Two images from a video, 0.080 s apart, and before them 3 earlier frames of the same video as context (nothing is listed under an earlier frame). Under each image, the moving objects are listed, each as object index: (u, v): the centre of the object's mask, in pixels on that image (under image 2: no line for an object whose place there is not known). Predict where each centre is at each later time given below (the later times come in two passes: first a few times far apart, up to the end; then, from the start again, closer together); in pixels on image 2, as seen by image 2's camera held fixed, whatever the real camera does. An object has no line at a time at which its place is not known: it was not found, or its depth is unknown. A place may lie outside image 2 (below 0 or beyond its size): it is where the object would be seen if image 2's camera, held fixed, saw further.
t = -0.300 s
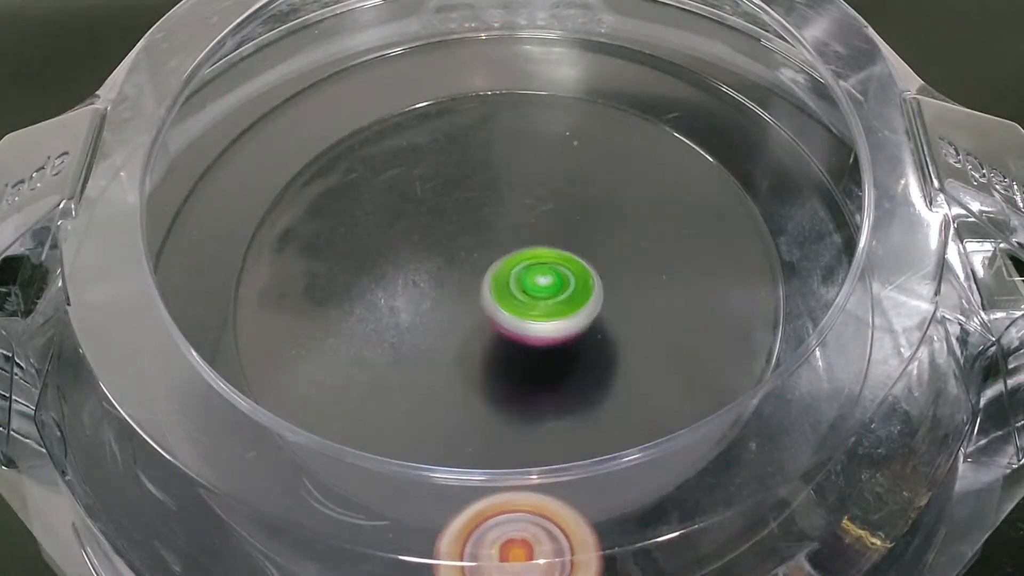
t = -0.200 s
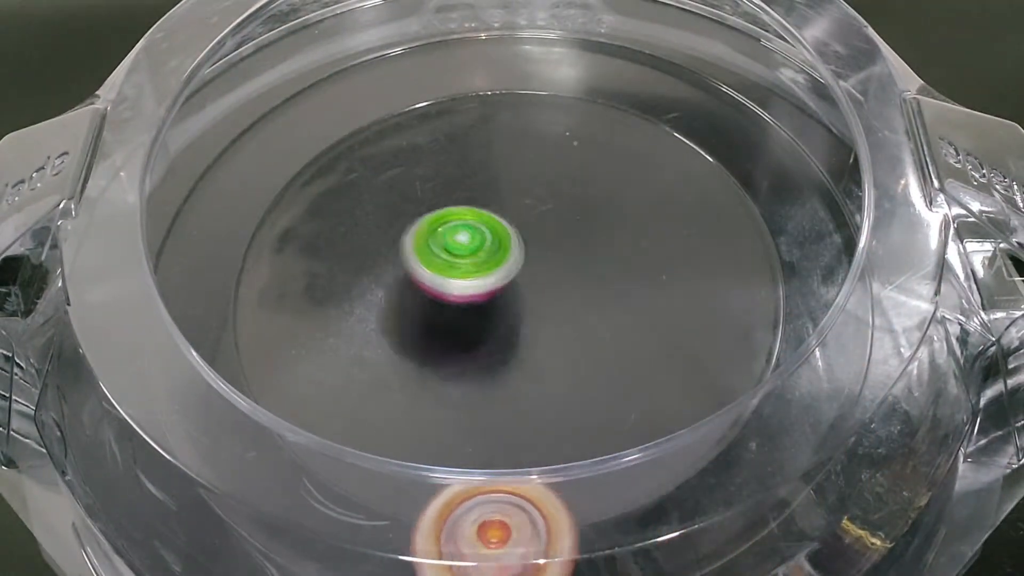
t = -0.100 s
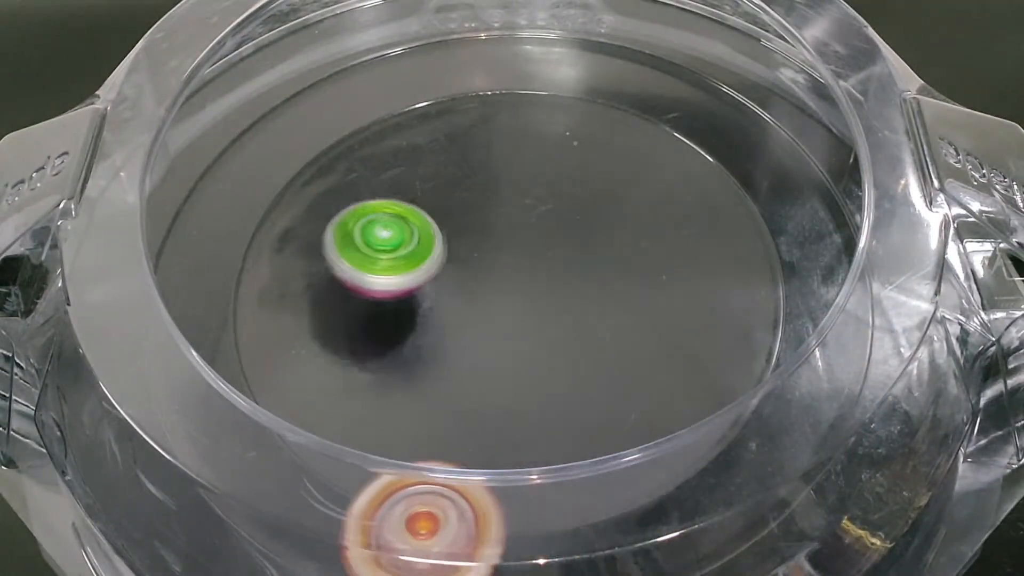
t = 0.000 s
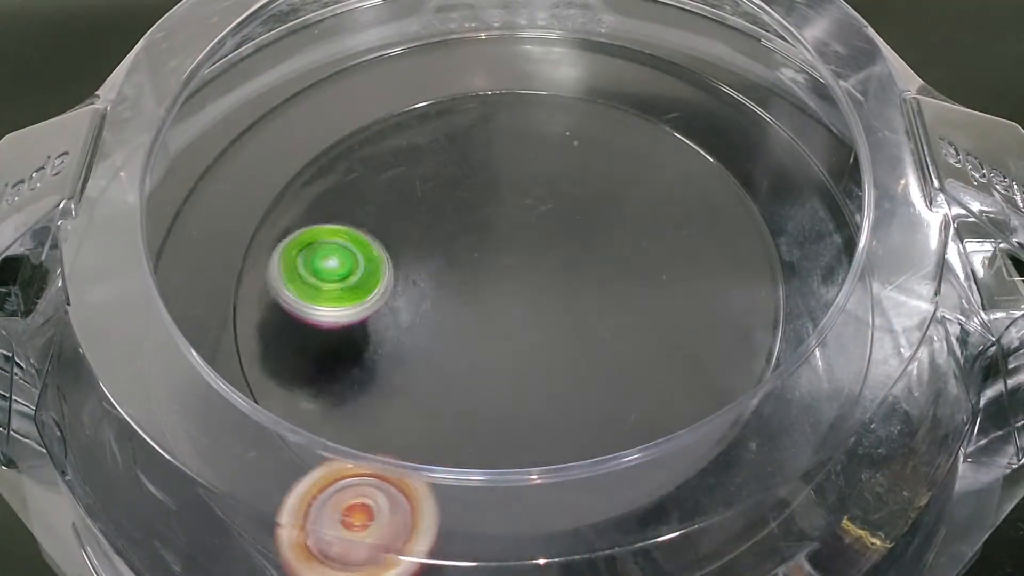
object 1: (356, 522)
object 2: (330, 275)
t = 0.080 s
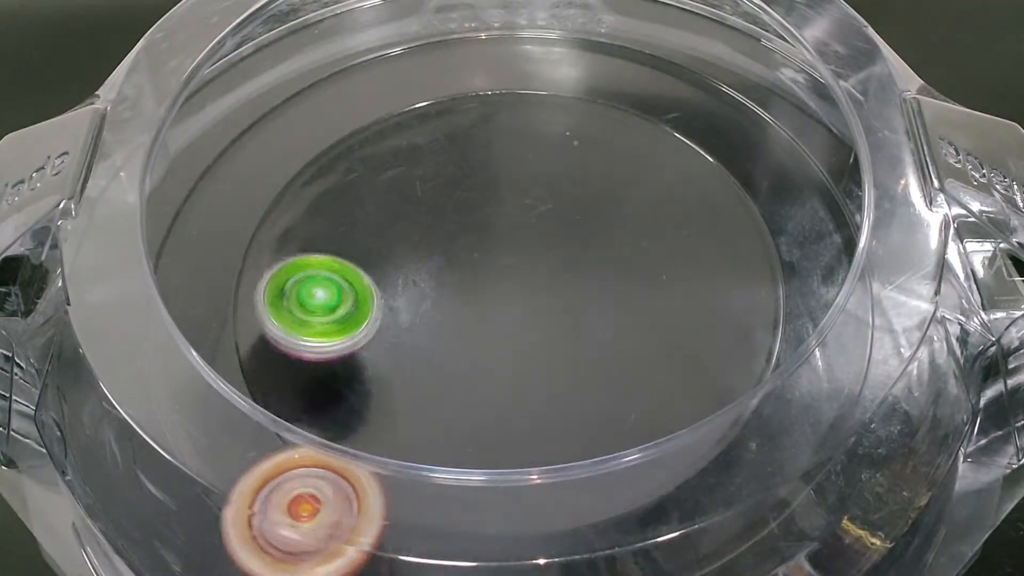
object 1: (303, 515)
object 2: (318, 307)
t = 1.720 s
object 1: (332, 55)
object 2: (539, 276)
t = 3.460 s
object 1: (830, 200)
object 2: (485, 249)
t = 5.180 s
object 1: (451, 223)
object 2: (567, 306)
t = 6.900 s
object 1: (460, 206)
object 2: (519, 317)
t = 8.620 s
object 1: (629, 326)
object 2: (501, 296)
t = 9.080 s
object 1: (470, 366)
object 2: (468, 250)
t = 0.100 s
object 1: (294, 514)
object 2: (320, 314)
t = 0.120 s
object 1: (290, 513)
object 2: (324, 322)
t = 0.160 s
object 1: (290, 510)
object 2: (338, 334)
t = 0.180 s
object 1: (285, 507)
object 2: (347, 339)
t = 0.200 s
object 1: (280, 500)
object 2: (360, 343)
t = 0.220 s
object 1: (272, 492)
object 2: (374, 345)
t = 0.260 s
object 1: (254, 479)
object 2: (403, 345)
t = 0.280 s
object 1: (245, 473)
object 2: (418, 343)
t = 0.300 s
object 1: (236, 466)
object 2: (434, 339)
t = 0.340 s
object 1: (221, 454)
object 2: (470, 329)
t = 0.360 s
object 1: (213, 447)
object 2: (485, 322)
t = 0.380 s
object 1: (206, 440)
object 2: (498, 313)
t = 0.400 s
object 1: (199, 435)
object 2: (509, 303)
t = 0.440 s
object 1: (194, 428)
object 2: (524, 280)
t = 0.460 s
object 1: (195, 425)
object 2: (528, 268)
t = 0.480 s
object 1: (194, 420)
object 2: (531, 255)
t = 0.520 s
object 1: (189, 403)
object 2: (532, 231)
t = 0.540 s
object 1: (186, 392)
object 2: (530, 220)
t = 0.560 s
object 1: (182, 385)
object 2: (527, 210)
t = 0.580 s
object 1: (179, 377)
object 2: (522, 202)
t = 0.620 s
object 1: (171, 362)
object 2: (508, 189)
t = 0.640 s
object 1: (168, 354)
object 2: (500, 182)
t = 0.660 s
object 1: (164, 347)
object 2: (489, 177)
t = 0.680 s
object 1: (161, 338)
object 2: (479, 173)
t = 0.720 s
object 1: (157, 324)
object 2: (460, 171)
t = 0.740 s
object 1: (155, 316)
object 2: (452, 172)
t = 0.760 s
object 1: (154, 309)
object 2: (445, 174)
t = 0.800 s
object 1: (154, 295)
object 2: (434, 182)
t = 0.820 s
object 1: (154, 290)
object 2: (430, 188)
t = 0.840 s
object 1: (156, 287)
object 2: (428, 194)
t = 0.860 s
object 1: (158, 282)
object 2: (427, 201)
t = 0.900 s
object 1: (162, 268)
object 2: (431, 216)
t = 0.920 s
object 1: (165, 260)
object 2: (436, 225)
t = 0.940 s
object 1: (166, 253)
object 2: (441, 232)
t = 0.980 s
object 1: (171, 239)
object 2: (453, 248)
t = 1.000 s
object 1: (173, 231)
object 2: (460, 255)
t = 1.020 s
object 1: (174, 223)
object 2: (467, 261)
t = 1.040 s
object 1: (175, 215)
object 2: (474, 267)
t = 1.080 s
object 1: (180, 200)
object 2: (488, 276)
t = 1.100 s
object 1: (182, 193)
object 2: (495, 278)
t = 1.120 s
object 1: (184, 187)
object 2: (502, 280)
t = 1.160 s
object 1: (189, 177)
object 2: (516, 281)
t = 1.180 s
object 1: (191, 174)
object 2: (526, 280)
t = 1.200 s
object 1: (201, 171)
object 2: (537, 279)
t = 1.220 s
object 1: (204, 165)
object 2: (547, 277)
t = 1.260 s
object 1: (209, 155)
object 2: (564, 269)
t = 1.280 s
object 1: (213, 149)
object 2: (569, 265)
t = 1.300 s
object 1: (218, 143)
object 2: (572, 261)
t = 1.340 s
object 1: (228, 130)
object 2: (577, 255)
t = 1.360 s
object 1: (233, 125)
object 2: (578, 253)
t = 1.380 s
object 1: (237, 119)
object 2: (579, 250)
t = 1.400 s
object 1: (243, 114)
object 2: (579, 248)
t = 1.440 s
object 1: (252, 104)
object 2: (579, 244)
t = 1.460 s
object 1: (257, 99)
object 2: (578, 243)
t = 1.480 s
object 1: (262, 94)
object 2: (576, 242)
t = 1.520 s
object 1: (271, 87)
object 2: (570, 242)
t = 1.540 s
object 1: (276, 84)
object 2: (566, 243)
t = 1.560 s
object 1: (281, 81)
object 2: (563, 245)
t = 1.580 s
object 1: (287, 78)
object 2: (560, 247)
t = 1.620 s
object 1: (298, 70)
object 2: (553, 253)
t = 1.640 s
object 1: (305, 68)
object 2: (550, 257)
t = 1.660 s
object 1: (311, 65)
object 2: (547, 262)
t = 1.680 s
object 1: (317, 62)
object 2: (544, 266)
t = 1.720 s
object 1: (332, 55)
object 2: (539, 276)
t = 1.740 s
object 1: (339, 52)
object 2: (537, 280)
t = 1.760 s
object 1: (346, 49)
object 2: (536, 285)
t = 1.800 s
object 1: (361, 44)
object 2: (534, 293)
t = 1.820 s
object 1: (368, 42)
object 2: (534, 297)
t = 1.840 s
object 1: (377, 40)
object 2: (534, 300)
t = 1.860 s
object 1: (384, 38)
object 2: (534, 304)
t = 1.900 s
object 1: (399, 35)
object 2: (534, 310)
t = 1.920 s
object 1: (406, 33)
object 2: (534, 313)
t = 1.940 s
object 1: (411, 33)
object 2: (535, 316)
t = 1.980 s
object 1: (422, 32)
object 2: (538, 320)
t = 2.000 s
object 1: (429, 31)
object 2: (539, 322)
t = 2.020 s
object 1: (436, 31)
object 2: (539, 324)
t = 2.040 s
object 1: (442, 30)
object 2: (540, 325)
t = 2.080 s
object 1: (457, 29)
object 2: (544, 327)
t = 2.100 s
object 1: (464, 28)
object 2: (545, 327)
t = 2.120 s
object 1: (471, 28)
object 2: (547, 327)
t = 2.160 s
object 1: (485, 27)
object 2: (548, 327)
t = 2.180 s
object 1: (493, 27)
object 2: (548, 327)
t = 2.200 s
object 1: (500, 27)
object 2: (548, 326)
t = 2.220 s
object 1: (508, 27)
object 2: (548, 325)
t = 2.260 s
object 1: (522, 27)
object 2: (546, 323)
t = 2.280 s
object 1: (529, 27)
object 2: (545, 322)
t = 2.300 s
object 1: (536, 27)
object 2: (541, 321)
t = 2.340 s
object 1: (552, 28)
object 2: (535, 319)
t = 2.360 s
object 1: (558, 28)
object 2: (532, 317)
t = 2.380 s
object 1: (565, 29)
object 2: (528, 316)
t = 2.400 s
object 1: (573, 29)
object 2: (524, 314)
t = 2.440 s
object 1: (588, 31)
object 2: (515, 313)
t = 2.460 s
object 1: (596, 31)
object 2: (511, 312)
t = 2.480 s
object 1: (604, 32)
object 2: (507, 311)
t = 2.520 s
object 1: (619, 33)
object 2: (500, 309)
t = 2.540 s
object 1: (625, 34)
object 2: (496, 308)
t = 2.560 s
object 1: (631, 35)
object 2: (492, 307)
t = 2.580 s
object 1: (638, 35)
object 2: (489, 307)
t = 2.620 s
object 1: (648, 38)
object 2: (482, 305)
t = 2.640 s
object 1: (653, 39)
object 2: (479, 305)
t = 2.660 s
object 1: (660, 40)
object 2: (477, 304)
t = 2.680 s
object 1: (665, 42)
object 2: (474, 304)
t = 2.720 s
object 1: (676, 46)
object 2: (468, 303)
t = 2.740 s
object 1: (683, 48)
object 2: (466, 302)
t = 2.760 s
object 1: (689, 51)
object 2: (465, 302)
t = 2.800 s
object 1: (701, 56)
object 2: (461, 302)
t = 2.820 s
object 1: (707, 60)
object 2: (459, 302)
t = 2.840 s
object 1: (713, 64)
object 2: (457, 302)
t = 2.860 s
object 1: (718, 67)
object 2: (456, 302)
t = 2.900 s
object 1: (730, 74)
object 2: (455, 302)
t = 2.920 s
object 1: (735, 77)
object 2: (455, 302)
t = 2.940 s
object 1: (739, 81)
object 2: (454, 302)
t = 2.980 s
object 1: (751, 89)
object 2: (455, 302)
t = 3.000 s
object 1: (756, 93)
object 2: (457, 302)
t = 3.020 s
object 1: (761, 96)
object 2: (458, 301)
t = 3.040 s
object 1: (766, 100)
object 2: (460, 301)
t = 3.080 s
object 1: (774, 109)
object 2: (464, 298)
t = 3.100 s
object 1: (779, 113)
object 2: (467, 296)
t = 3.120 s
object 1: (783, 118)
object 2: (470, 294)
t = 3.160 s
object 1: (790, 128)
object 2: (474, 289)
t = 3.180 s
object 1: (792, 132)
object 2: (476, 286)
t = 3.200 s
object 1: (795, 137)
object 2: (478, 283)
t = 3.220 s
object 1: (802, 141)
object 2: (480, 280)
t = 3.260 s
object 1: (809, 150)
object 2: (483, 274)
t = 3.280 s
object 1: (812, 156)
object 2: (483, 271)
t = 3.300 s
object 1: (814, 161)
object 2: (484, 268)
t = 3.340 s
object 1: (820, 170)
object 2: (486, 263)
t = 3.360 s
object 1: (822, 175)
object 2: (486, 260)
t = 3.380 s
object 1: (823, 180)
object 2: (486, 258)
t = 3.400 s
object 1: (824, 185)
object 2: (485, 255)
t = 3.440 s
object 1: (829, 196)
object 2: (485, 251)
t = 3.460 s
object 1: (830, 200)
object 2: (485, 249)
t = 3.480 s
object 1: (832, 205)
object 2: (484, 248)
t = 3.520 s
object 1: (832, 214)
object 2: (482, 245)
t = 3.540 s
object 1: (834, 219)
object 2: (482, 245)
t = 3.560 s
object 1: (835, 225)
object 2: (482, 245)
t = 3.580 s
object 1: (834, 230)
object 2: (481, 244)
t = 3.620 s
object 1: (832, 241)
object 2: (480, 246)
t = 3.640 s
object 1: (832, 247)
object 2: (481, 247)
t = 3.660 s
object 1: (830, 252)
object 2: (482, 248)
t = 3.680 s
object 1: (828, 256)
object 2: (483, 250)
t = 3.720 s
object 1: (826, 267)
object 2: (485, 254)
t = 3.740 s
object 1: (824, 272)
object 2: (488, 256)
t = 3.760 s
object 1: (822, 277)
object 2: (491, 258)
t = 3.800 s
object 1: (815, 287)
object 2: (497, 262)
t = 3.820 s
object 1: (811, 292)
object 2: (500, 264)
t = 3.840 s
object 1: (809, 297)
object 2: (505, 266)
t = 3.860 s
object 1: (806, 303)
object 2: (510, 267)
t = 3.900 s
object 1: (795, 311)
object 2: (518, 268)
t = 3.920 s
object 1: (791, 315)
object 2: (522, 269)
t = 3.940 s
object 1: (788, 321)
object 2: (526, 269)
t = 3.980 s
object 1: (774, 324)
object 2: (534, 268)
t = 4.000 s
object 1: (770, 322)
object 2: (537, 268)
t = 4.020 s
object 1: (760, 315)
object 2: (540, 267)
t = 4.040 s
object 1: (757, 311)
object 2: (544, 267)
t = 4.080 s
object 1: (741, 293)
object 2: (549, 264)
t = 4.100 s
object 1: (729, 283)
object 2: (550, 263)
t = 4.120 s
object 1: (716, 273)
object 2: (552, 262)
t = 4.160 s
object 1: (686, 255)
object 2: (555, 259)
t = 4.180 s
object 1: (677, 245)
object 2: (545, 256)
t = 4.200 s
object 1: (686, 239)
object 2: (518, 247)
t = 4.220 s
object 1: (693, 233)
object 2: (493, 244)
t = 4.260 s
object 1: (693, 221)
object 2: (449, 236)
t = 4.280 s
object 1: (689, 215)
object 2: (432, 234)
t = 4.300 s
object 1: (679, 209)
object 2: (417, 234)
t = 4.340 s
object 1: (653, 200)
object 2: (399, 235)
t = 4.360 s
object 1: (636, 198)
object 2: (394, 239)
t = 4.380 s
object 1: (619, 199)
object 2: (390, 244)
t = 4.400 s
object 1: (601, 199)
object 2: (388, 252)
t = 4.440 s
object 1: (563, 206)
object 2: (388, 271)
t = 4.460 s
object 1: (545, 211)
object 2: (388, 281)
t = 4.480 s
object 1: (526, 218)
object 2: (391, 290)
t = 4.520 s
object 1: (494, 234)
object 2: (399, 307)
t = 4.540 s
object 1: (492, 235)
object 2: (389, 322)
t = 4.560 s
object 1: (496, 233)
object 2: (377, 340)
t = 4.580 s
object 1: (498, 235)
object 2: (371, 354)
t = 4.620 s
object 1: (495, 240)
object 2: (365, 381)
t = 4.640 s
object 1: (492, 246)
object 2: (367, 390)
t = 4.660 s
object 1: (489, 253)
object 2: (375, 397)
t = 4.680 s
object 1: (487, 261)
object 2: (382, 405)
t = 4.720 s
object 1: (489, 281)
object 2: (402, 415)
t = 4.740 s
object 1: (494, 290)
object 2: (413, 420)
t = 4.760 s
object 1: (502, 298)
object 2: (425, 424)
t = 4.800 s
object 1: (523, 307)
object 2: (452, 427)
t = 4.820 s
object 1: (535, 309)
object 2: (467, 428)
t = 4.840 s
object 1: (548, 307)
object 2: (480, 427)
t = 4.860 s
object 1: (559, 304)
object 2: (492, 426)
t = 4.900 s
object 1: (578, 292)
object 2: (516, 419)
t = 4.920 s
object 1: (583, 283)
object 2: (526, 413)
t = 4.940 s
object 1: (587, 273)
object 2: (535, 406)
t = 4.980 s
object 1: (582, 254)
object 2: (550, 386)
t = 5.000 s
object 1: (575, 245)
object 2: (555, 376)
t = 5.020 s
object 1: (566, 237)
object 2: (559, 366)
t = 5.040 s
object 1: (554, 232)
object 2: (562, 355)
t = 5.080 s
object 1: (526, 229)
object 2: (563, 334)
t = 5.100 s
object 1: (512, 229)
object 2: (564, 325)
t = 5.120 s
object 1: (496, 226)
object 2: (567, 321)
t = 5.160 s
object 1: (465, 221)
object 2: (568, 311)
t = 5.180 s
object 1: (451, 223)
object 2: (567, 306)
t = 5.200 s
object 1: (437, 225)
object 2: (565, 300)
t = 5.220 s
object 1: (424, 229)
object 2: (564, 295)
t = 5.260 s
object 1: (402, 242)
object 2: (559, 284)
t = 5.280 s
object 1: (394, 252)
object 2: (556, 278)
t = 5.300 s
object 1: (387, 260)
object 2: (553, 273)
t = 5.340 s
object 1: (383, 283)
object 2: (547, 262)
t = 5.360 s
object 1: (385, 294)
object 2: (544, 258)
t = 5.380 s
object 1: (393, 306)
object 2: (541, 254)
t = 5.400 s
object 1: (401, 316)
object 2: (537, 250)
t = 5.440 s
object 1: (428, 333)
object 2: (531, 243)
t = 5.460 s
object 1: (443, 339)
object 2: (528, 240)
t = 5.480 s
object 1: (462, 342)
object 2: (525, 237)
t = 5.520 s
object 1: (495, 343)
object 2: (520, 232)
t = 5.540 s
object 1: (512, 340)
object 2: (516, 230)
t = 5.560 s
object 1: (528, 334)
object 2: (513, 228)
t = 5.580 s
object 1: (544, 327)
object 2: (511, 226)
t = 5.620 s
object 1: (568, 310)
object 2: (504, 223)
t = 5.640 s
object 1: (577, 299)
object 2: (501, 222)
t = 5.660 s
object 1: (585, 289)
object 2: (497, 221)
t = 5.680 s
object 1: (592, 278)
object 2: (493, 220)
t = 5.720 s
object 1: (603, 257)
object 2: (485, 219)
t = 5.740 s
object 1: (605, 246)
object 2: (481, 220)
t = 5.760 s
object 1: (606, 234)
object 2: (477, 222)
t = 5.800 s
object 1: (601, 212)
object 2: (470, 226)
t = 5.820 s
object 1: (596, 201)
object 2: (467, 229)
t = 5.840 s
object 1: (589, 193)
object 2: (466, 233)
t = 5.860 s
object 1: (580, 185)
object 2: (464, 238)
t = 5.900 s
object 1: (560, 175)
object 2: (463, 249)
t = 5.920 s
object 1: (550, 170)
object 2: (462, 255)
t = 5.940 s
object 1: (539, 168)
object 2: (463, 261)
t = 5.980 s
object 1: (517, 169)
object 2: (468, 273)
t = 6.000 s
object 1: (508, 171)
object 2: (471, 281)
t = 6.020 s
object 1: (497, 175)
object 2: (476, 287)
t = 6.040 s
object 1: (489, 180)
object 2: (479, 292)
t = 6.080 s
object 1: (477, 192)
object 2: (489, 307)
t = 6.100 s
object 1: (471, 199)
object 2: (495, 313)
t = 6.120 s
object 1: (466, 209)
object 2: (500, 317)
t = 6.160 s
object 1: (462, 225)
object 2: (514, 328)
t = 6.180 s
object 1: (465, 233)
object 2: (520, 333)
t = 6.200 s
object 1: (465, 232)
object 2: (531, 341)
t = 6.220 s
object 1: (467, 229)
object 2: (542, 353)
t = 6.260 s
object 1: (468, 225)
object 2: (557, 367)
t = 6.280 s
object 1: (468, 223)
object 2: (563, 368)
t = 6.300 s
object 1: (470, 221)
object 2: (569, 369)
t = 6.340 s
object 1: (472, 220)
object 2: (577, 366)
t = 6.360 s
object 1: (473, 221)
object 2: (581, 365)
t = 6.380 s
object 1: (476, 223)
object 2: (585, 362)
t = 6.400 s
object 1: (479, 224)
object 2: (588, 361)
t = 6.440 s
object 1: (487, 228)
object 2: (595, 357)
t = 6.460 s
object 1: (493, 231)
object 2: (598, 355)
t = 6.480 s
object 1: (500, 232)
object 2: (602, 353)
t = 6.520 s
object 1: (515, 235)
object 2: (607, 347)
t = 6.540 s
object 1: (523, 236)
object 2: (608, 344)
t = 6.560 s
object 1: (531, 236)
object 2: (609, 341)
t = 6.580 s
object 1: (539, 235)
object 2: (610, 337)
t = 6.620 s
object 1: (551, 231)
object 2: (606, 328)
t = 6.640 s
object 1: (556, 225)
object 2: (602, 324)
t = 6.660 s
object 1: (556, 219)
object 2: (599, 322)
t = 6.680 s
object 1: (555, 212)
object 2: (595, 319)
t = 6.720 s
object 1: (544, 203)
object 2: (585, 314)
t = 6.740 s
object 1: (536, 202)
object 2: (577, 311)
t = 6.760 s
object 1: (528, 203)
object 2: (570, 308)
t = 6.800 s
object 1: (511, 205)
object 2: (556, 310)
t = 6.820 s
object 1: (498, 200)
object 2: (549, 314)
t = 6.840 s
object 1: (488, 199)
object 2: (542, 316)
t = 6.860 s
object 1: (478, 199)
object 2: (534, 317)
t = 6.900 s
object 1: (460, 206)
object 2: (519, 317)
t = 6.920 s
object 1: (453, 212)
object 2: (513, 315)
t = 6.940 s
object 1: (447, 221)
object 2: (507, 314)
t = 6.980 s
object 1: (433, 216)
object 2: (505, 329)
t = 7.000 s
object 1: (429, 209)
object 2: (504, 338)
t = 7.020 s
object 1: (424, 203)
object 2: (500, 343)
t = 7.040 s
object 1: (419, 199)
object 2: (498, 348)
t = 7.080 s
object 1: (409, 191)
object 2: (488, 348)
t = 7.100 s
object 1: (405, 189)
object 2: (485, 346)
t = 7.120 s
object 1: (399, 186)
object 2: (482, 344)
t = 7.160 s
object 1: (393, 185)
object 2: (478, 339)
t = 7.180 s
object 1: (393, 186)
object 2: (476, 336)
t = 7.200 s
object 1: (394, 190)
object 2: (474, 332)
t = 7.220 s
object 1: (397, 193)
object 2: (473, 329)
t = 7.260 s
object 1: (406, 203)
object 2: (470, 321)
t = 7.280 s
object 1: (412, 210)
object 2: (470, 317)
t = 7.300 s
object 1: (419, 213)
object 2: (471, 316)
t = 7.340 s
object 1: (432, 212)
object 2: (477, 319)
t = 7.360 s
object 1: (438, 212)
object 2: (477, 317)
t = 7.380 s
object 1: (445, 208)
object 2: (479, 317)
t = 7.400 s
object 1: (452, 204)
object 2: (481, 317)
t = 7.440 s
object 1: (465, 195)
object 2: (484, 312)
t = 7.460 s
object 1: (471, 190)
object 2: (486, 308)
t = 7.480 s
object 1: (477, 187)
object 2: (486, 305)
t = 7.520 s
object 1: (490, 180)
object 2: (490, 297)
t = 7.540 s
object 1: (498, 177)
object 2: (492, 294)
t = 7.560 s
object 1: (504, 174)
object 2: (493, 289)
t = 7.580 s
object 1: (512, 172)
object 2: (495, 286)
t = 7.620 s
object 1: (524, 167)
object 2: (496, 278)
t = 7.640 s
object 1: (529, 165)
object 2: (497, 274)
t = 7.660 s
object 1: (533, 164)
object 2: (497, 271)
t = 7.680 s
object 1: (539, 162)
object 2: (498, 268)
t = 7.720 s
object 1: (550, 157)
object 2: (497, 266)
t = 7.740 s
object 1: (555, 156)
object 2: (495, 264)
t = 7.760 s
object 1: (560, 154)
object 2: (495, 263)
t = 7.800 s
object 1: (567, 154)
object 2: (494, 259)
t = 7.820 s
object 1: (572, 155)
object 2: (493, 258)
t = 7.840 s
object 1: (574, 157)
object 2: (494, 256)
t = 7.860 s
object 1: (575, 161)
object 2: (493, 255)
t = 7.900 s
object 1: (578, 169)
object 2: (492, 253)
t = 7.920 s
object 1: (582, 173)
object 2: (490, 254)
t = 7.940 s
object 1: (587, 176)
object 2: (487, 255)
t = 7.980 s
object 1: (596, 184)
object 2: (484, 258)
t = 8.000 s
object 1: (600, 188)
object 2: (483, 261)
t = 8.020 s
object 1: (605, 194)
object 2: (483, 263)
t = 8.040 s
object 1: (609, 199)
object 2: (483, 266)
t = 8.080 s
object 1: (615, 211)
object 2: (485, 271)
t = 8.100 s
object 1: (617, 216)
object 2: (487, 274)
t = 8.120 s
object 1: (619, 224)
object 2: (489, 277)
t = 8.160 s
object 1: (622, 237)
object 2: (494, 281)
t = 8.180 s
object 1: (622, 245)
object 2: (498, 283)
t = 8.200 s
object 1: (627, 252)
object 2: (495, 285)
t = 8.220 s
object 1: (635, 257)
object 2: (489, 288)
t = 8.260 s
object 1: (648, 265)
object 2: (485, 292)
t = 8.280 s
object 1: (653, 269)
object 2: (485, 294)
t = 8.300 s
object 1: (658, 273)
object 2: (485, 296)
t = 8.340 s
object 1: (667, 281)
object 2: (486, 300)
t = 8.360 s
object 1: (672, 285)
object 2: (487, 301)
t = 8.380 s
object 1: (674, 290)
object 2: (489, 303)
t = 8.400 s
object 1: (676, 294)
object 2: (490, 304)
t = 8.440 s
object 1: (677, 301)
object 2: (494, 306)
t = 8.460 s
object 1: (675, 304)
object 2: (497, 306)
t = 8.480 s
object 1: (671, 307)
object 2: (499, 306)
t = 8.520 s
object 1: (659, 311)
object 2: (504, 306)
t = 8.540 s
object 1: (649, 315)
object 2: (507, 306)
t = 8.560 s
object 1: (640, 317)
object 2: (509, 305)
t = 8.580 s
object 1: (633, 321)
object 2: (508, 303)
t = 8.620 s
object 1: (629, 326)
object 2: (501, 296)
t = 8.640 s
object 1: (625, 330)
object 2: (498, 294)
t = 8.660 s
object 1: (623, 333)
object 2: (496, 291)
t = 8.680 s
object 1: (619, 335)
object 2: (494, 289)
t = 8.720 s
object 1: (605, 339)
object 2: (491, 285)
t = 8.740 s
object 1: (598, 342)
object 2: (488, 282)
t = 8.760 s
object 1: (589, 343)
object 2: (487, 281)
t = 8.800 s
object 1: (573, 346)
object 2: (482, 277)
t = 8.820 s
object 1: (563, 347)
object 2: (479, 274)
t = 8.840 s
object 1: (556, 349)
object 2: (478, 272)
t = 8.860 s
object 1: (548, 352)
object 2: (474, 268)
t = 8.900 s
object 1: (534, 355)
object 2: (470, 265)
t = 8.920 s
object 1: (526, 357)
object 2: (470, 263)
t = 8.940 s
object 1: (518, 358)
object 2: (467, 262)
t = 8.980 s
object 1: (504, 360)
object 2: (465, 260)
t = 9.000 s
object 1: (496, 360)
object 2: (466, 259)
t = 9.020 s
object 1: (490, 360)
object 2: (464, 259)
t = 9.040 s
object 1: (484, 359)
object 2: (465, 258)
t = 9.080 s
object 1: (470, 366)
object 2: (468, 250)
